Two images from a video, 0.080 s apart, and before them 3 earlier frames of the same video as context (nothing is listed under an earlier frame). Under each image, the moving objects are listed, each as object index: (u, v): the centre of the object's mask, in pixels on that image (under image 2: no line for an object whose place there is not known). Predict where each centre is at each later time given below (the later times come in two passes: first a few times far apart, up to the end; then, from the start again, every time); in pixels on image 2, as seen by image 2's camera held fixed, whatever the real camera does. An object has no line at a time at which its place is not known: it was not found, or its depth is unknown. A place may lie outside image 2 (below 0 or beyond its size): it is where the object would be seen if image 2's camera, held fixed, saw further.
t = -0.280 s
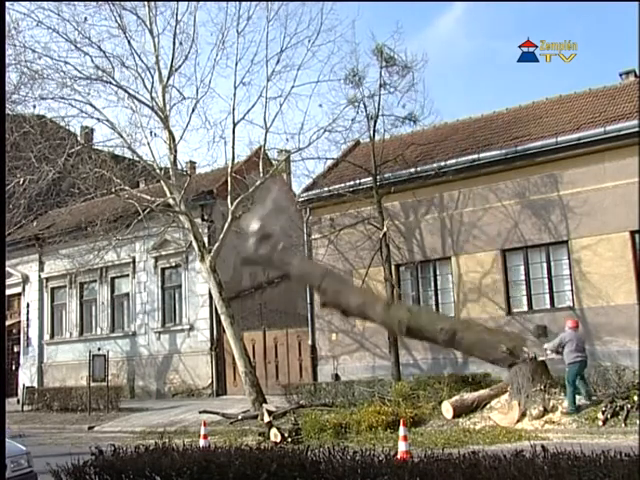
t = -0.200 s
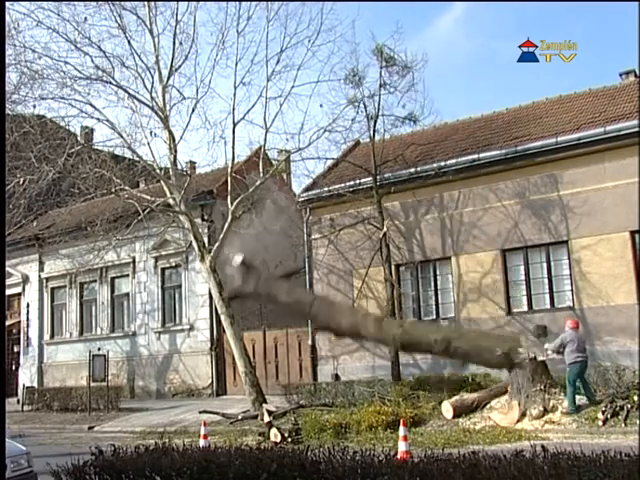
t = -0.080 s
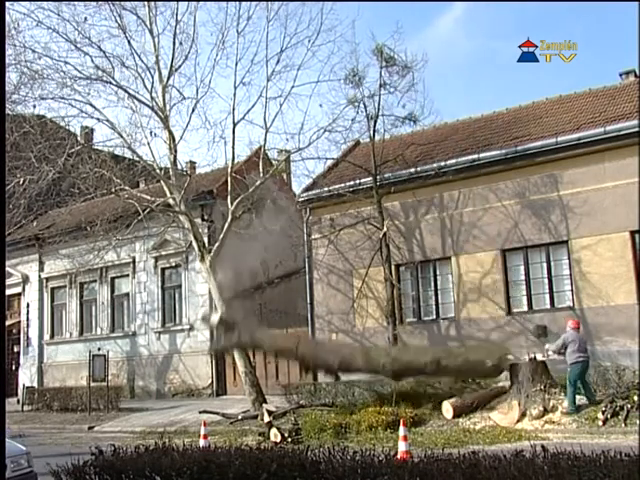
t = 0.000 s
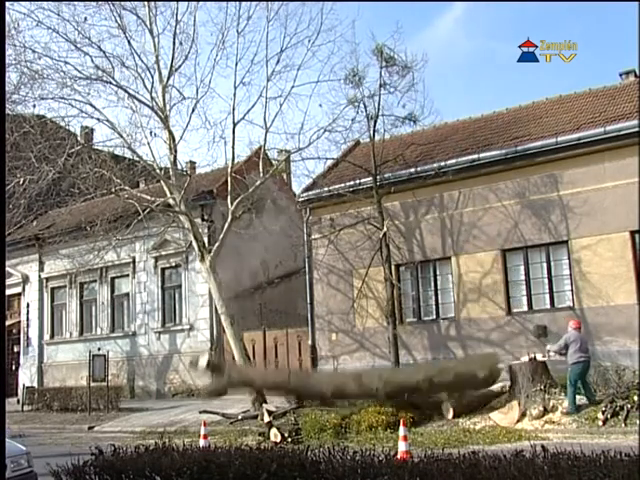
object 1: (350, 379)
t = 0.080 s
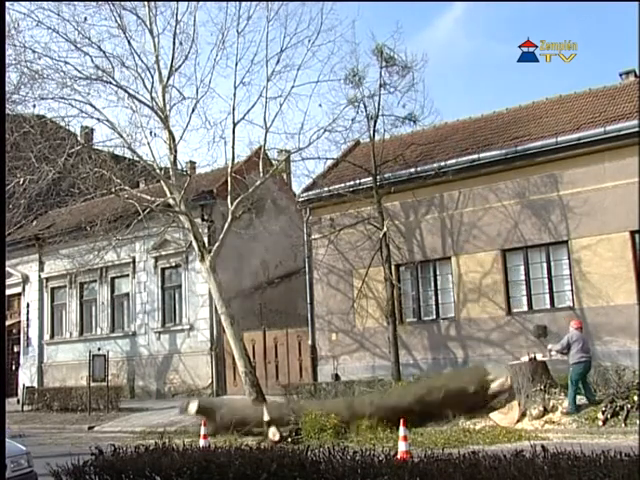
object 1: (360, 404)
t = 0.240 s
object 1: (328, 409)
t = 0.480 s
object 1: (342, 405)
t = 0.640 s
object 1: (339, 406)
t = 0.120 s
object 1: (348, 407)
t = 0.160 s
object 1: (348, 408)
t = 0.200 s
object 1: (335, 408)
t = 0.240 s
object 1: (328, 409)
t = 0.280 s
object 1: (323, 411)
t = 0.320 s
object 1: (346, 404)
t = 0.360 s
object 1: (342, 405)
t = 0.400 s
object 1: (342, 405)
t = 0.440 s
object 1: (342, 405)
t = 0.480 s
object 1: (342, 405)
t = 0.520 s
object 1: (342, 404)
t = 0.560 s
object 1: (344, 403)
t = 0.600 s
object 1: (345, 404)
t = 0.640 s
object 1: (339, 406)
